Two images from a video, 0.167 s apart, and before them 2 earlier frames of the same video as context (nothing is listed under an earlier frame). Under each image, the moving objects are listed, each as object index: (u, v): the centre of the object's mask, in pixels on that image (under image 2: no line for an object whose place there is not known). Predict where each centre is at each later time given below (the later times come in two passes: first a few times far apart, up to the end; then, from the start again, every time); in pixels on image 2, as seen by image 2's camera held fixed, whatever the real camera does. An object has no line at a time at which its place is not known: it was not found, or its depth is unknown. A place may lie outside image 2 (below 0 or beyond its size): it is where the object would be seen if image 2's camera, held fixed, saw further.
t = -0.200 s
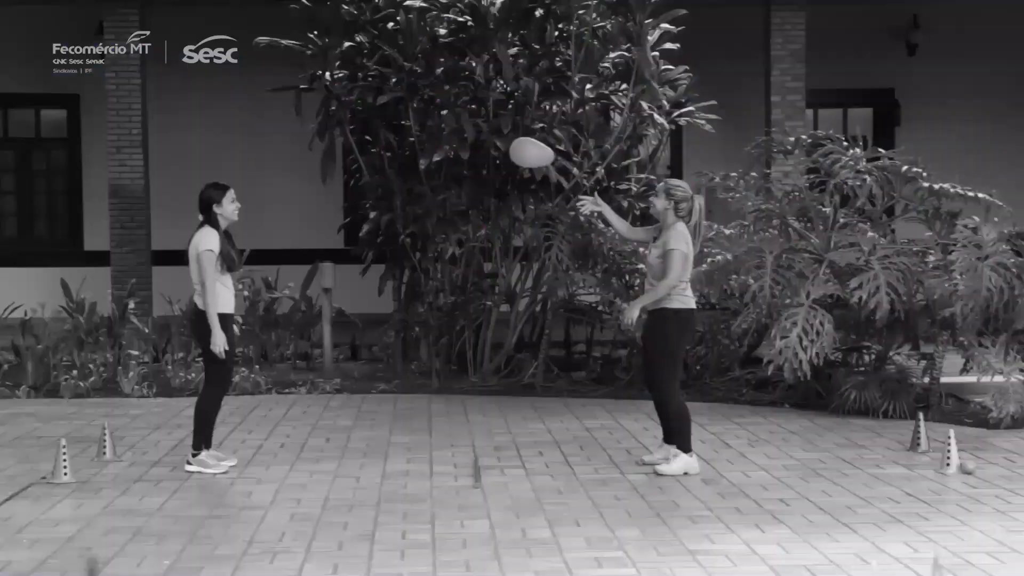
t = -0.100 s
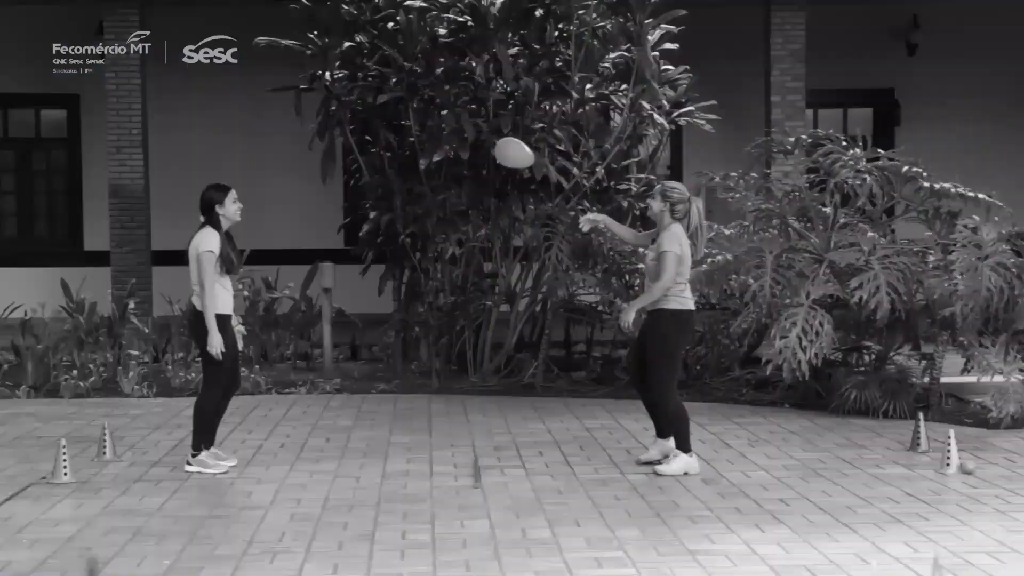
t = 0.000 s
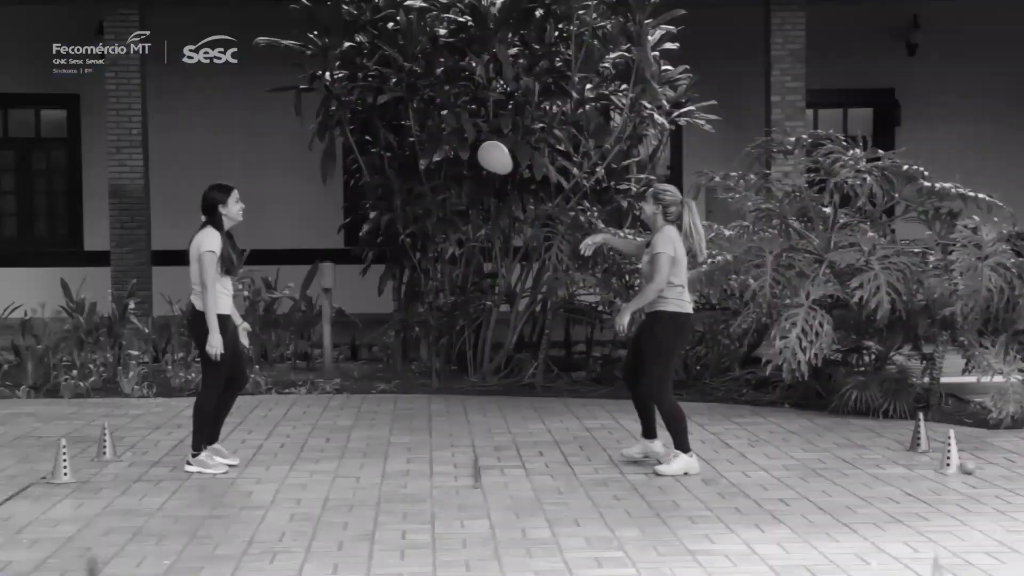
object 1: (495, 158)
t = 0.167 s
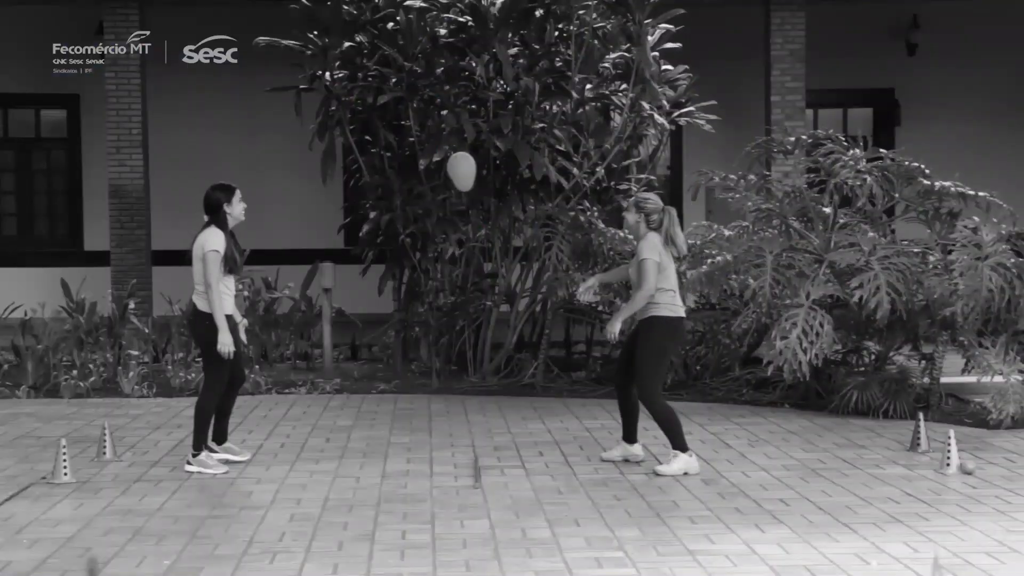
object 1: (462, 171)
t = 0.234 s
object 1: (448, 178)
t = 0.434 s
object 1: (404, 205)
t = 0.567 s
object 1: (375, 228)
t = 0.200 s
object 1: (455, 174)
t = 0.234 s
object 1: (448, 178)
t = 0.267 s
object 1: (441, 182)
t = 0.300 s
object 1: (434, 186)
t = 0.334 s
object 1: (426, 191)
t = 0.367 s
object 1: (419, 196)
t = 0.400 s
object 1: (412, 200)
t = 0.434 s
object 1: (404, 205)
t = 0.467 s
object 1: (397, 211)
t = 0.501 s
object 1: (390, 216)
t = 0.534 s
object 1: (382, 222)
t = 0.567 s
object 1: (375, 228)
